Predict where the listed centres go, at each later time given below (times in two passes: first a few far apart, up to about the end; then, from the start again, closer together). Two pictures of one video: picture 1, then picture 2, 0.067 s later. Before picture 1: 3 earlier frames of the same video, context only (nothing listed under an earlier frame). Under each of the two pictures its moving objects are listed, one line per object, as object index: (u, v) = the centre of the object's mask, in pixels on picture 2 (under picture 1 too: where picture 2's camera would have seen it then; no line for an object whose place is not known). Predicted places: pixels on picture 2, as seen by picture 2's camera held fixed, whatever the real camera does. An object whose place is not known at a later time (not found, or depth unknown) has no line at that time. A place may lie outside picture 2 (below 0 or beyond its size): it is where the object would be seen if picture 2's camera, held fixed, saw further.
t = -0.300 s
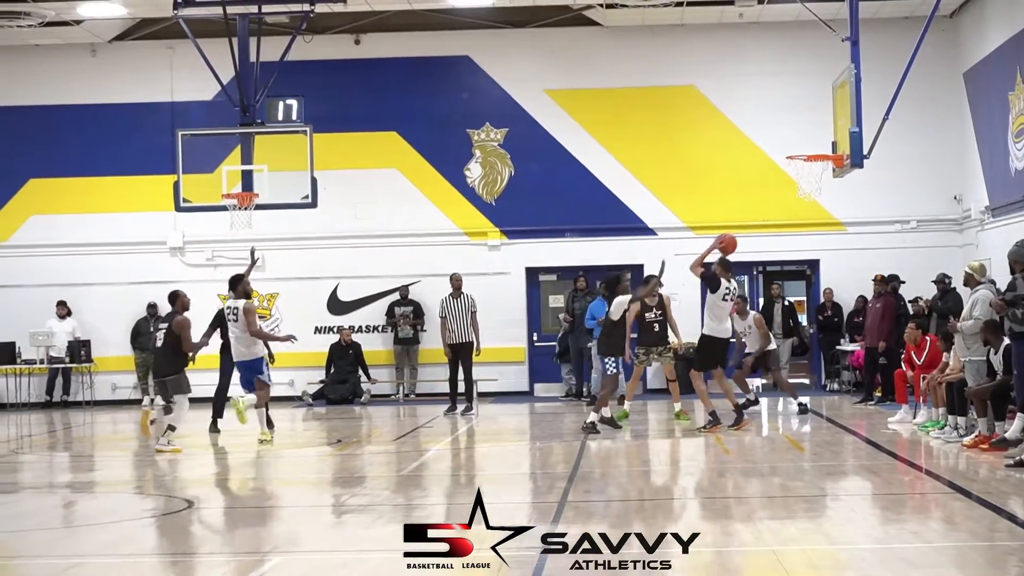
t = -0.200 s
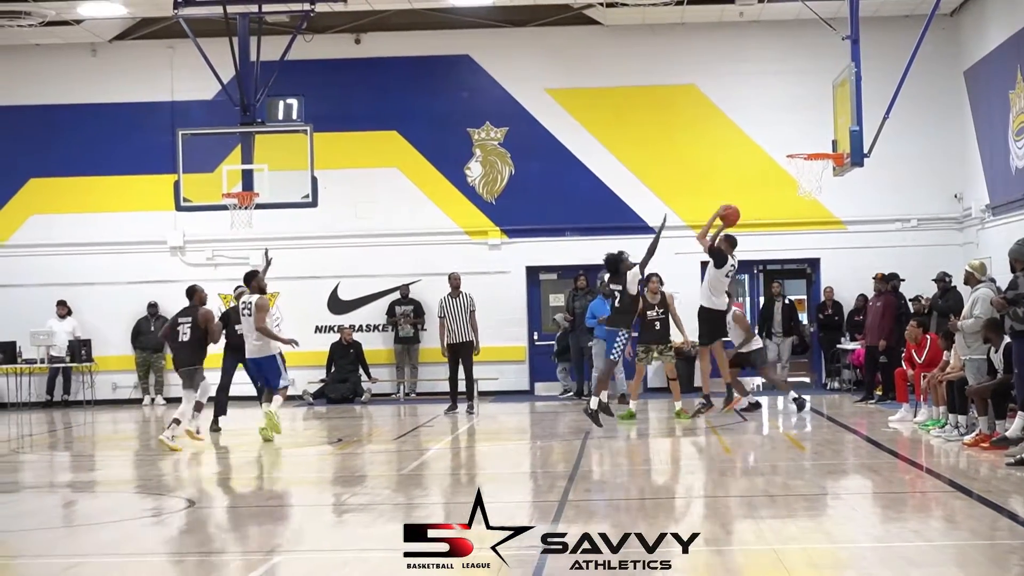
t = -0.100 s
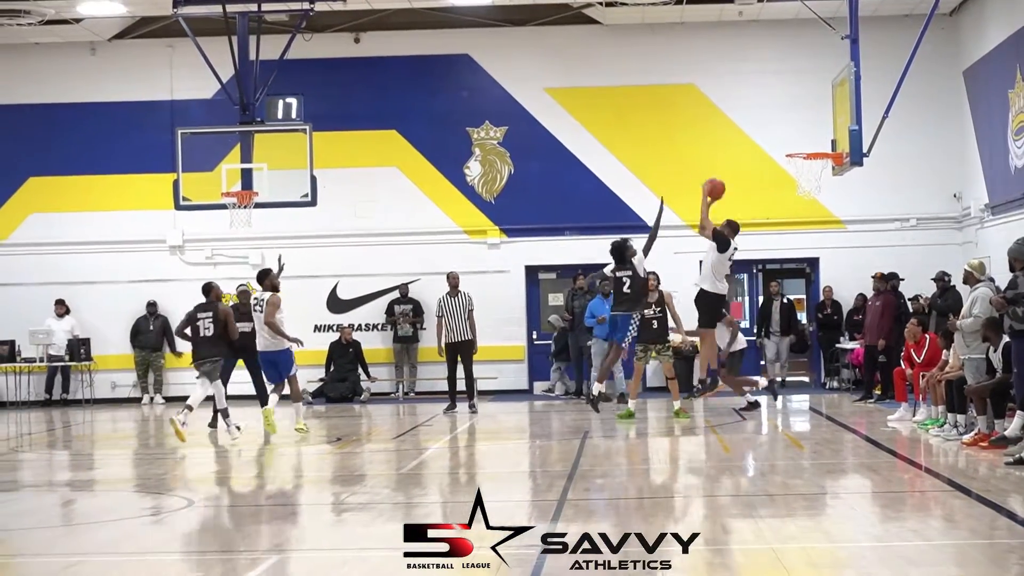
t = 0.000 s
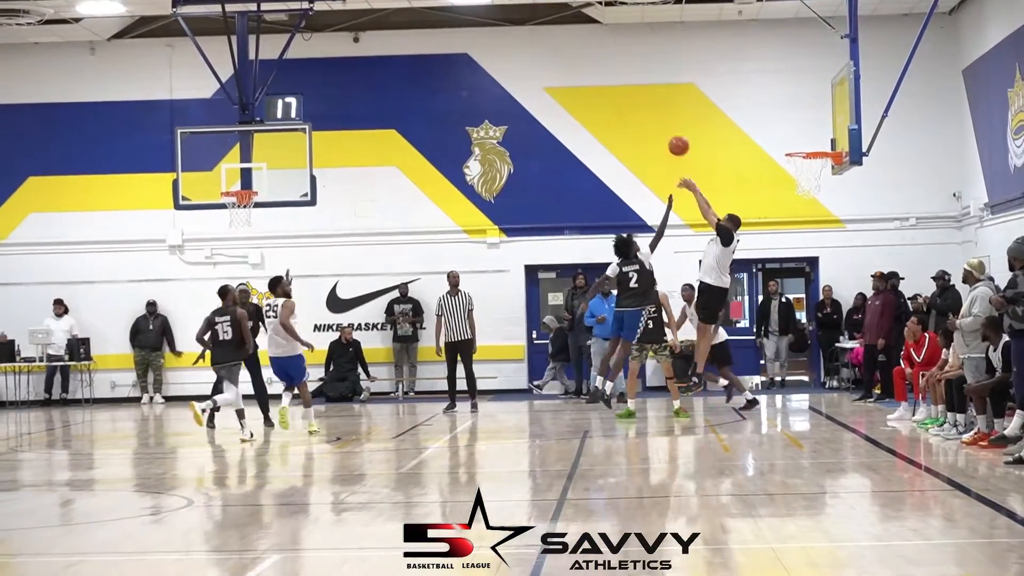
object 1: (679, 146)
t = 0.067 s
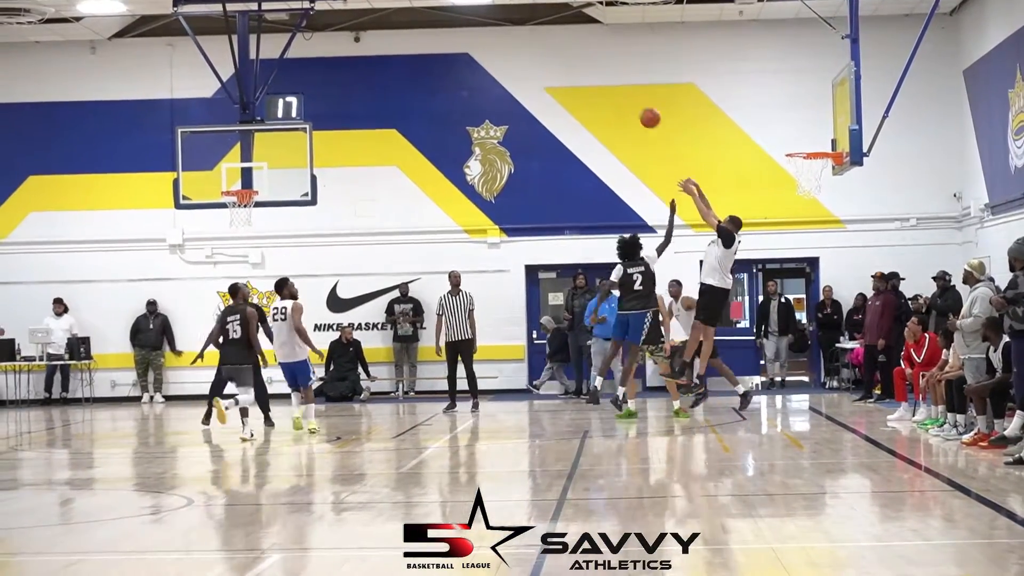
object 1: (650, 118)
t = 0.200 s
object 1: (592, 74)
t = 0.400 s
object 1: (512, 38)
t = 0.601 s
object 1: (437, 33)
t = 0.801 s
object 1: (365, 60)
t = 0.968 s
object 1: (309, 104)
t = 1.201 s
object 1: (238, 184)
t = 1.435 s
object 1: (241, 214)
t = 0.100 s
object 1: (635, 105)
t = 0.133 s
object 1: (621, 94)
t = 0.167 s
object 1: (607, 84)
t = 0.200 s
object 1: (592, 74)
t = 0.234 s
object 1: (579, 66)
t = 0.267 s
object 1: (565, 58)
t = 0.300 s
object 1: (552, 52)
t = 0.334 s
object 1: (539, 46)
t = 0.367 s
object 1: (525, 41)
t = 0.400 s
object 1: (512, 38)
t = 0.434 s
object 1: (499, 34)
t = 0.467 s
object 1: (486, 32)
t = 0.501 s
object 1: (474, 31)
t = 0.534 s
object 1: (461, 31)
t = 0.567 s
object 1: (449, 32)
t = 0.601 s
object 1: (437, 33)
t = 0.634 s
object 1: (424, 35)
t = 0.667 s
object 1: (412, 39)
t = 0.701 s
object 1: (400, 43)
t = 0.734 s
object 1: (389, 47)
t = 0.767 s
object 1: (377, 53)
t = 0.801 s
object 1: (365, 60)
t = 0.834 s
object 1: (353, 67)
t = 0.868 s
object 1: (342, 75)
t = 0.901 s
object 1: (331, 84)
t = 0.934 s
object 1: (319, 94)
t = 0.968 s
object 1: (309, 104)
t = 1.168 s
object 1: (246, 183)
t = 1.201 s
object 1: (238, 184)
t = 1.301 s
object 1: (235, 194)
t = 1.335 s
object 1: (236, 197)
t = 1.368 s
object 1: (236, 199)
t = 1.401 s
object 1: (238, 197)
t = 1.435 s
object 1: (241, 214)
